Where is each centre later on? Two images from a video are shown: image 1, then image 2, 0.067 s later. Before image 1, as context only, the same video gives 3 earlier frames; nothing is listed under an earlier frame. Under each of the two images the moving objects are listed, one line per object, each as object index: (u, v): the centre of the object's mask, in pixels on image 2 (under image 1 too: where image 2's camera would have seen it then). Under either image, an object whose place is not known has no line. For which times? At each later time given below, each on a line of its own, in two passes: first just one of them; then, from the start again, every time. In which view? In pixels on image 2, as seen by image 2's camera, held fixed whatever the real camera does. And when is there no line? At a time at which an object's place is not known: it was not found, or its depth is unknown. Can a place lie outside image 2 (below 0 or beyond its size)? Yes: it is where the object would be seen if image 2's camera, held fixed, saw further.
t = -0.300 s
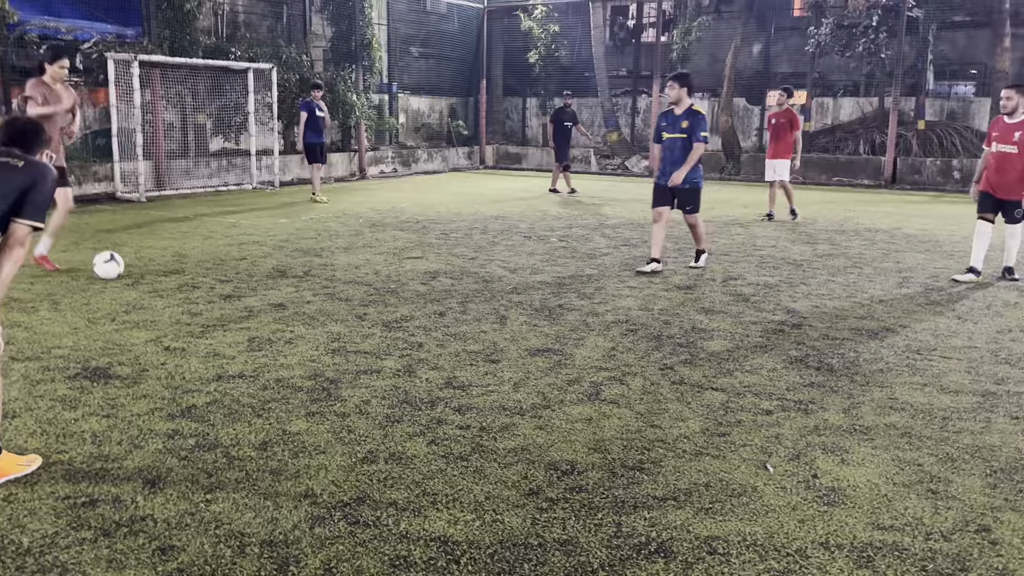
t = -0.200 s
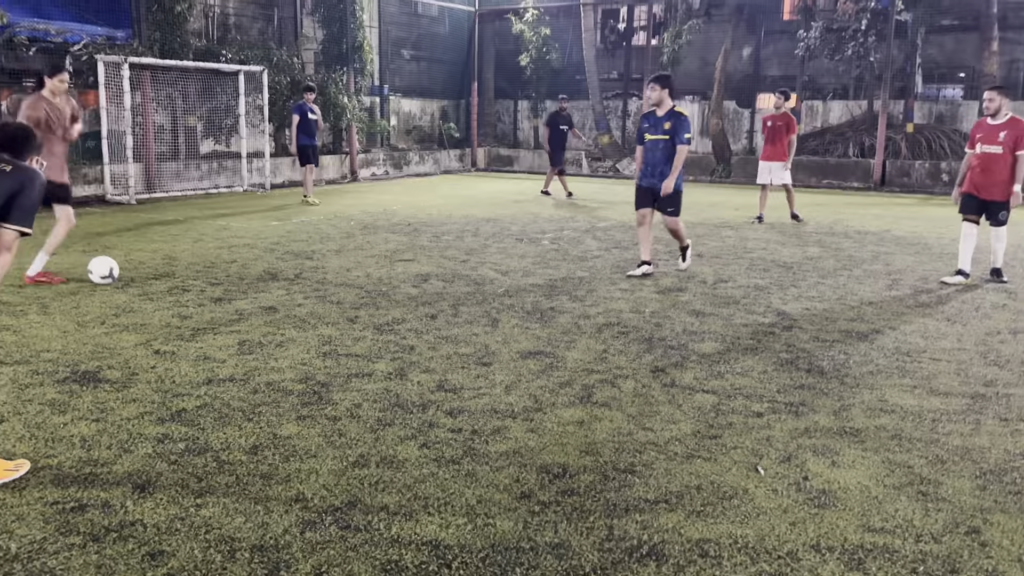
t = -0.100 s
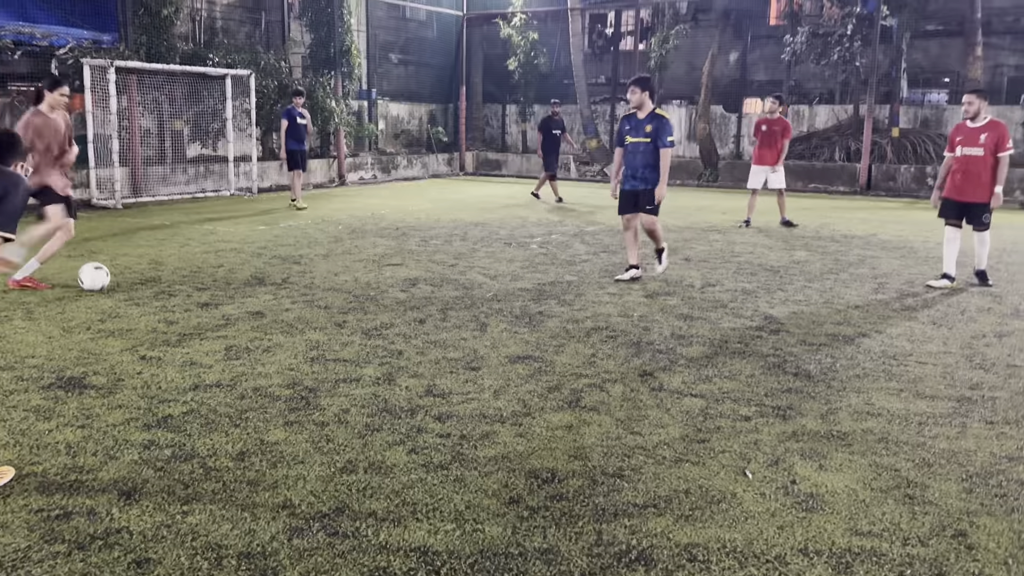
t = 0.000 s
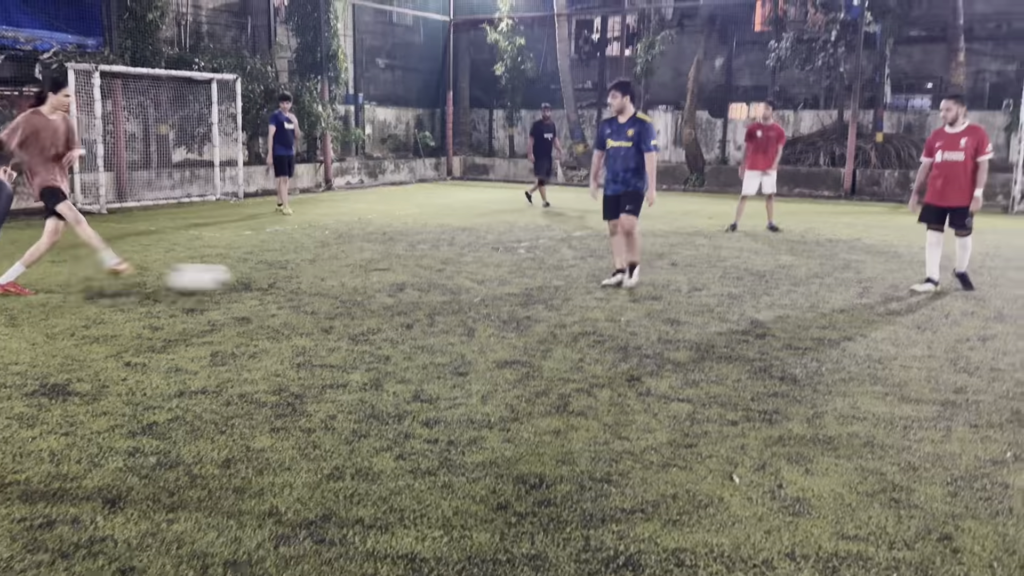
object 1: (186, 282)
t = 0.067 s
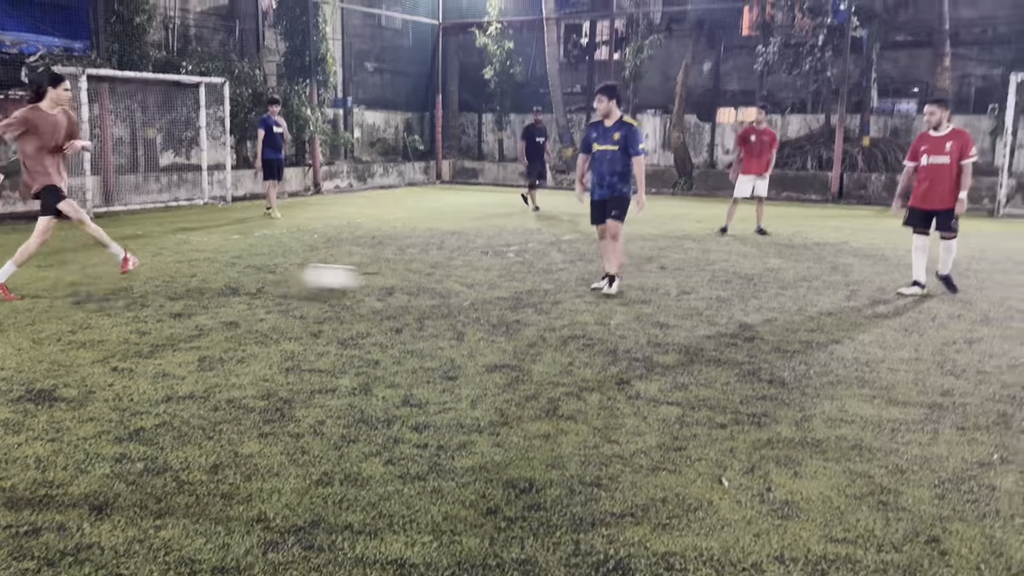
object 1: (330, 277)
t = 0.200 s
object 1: (558, 267)
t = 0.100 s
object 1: (394, 276)
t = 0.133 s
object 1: (453, 272)
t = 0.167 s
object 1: (506, 268)
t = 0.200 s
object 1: (558, 267)
